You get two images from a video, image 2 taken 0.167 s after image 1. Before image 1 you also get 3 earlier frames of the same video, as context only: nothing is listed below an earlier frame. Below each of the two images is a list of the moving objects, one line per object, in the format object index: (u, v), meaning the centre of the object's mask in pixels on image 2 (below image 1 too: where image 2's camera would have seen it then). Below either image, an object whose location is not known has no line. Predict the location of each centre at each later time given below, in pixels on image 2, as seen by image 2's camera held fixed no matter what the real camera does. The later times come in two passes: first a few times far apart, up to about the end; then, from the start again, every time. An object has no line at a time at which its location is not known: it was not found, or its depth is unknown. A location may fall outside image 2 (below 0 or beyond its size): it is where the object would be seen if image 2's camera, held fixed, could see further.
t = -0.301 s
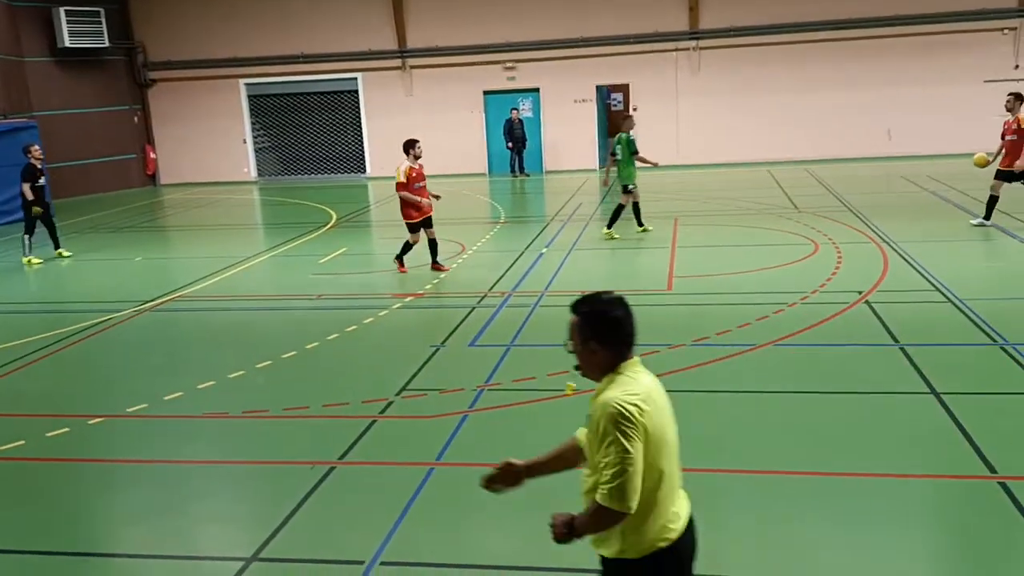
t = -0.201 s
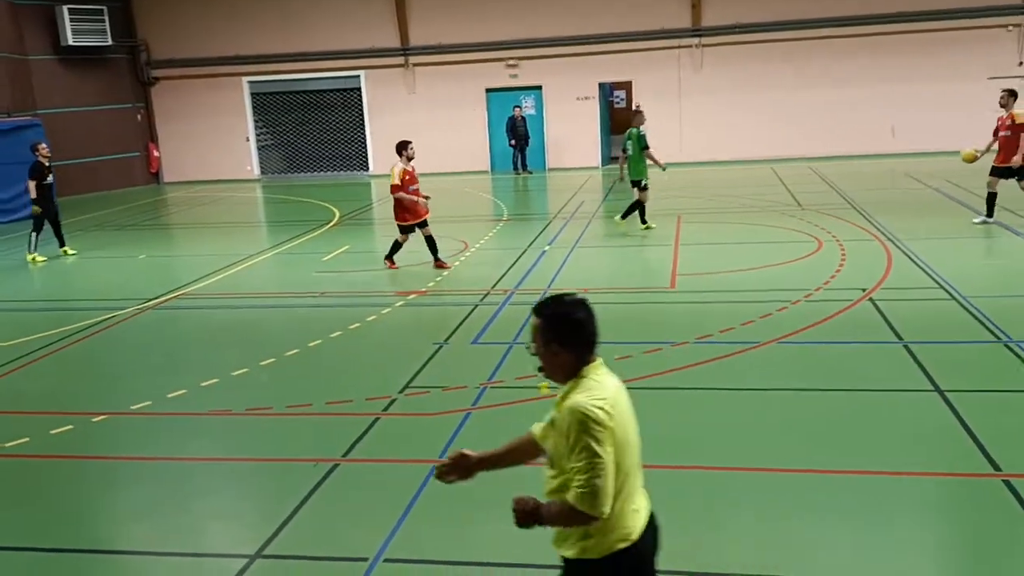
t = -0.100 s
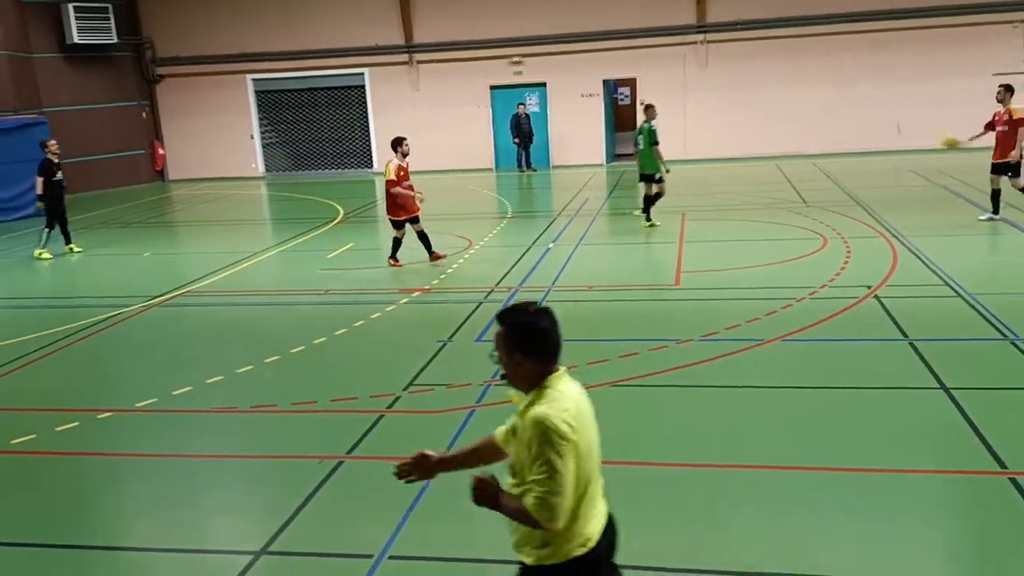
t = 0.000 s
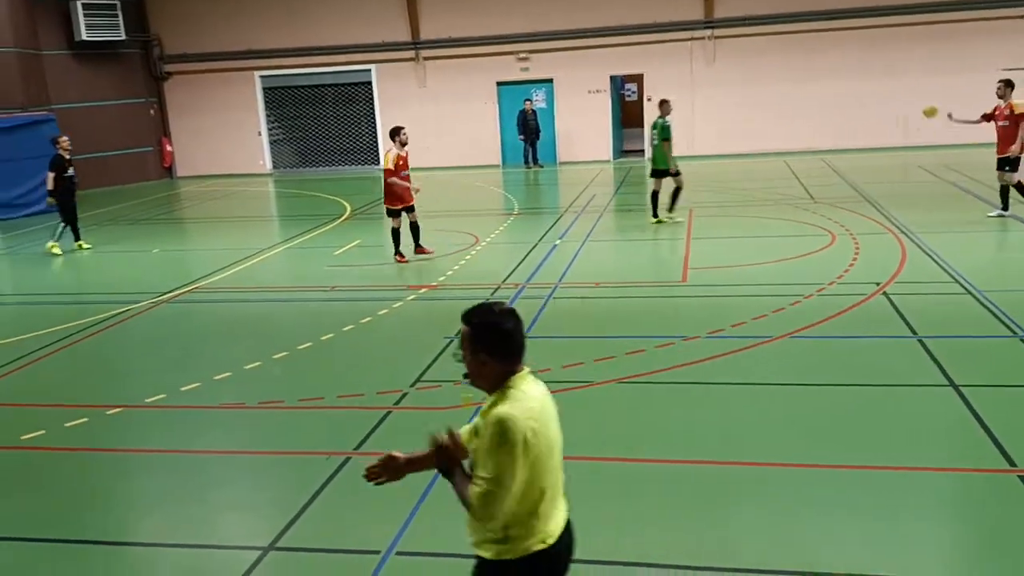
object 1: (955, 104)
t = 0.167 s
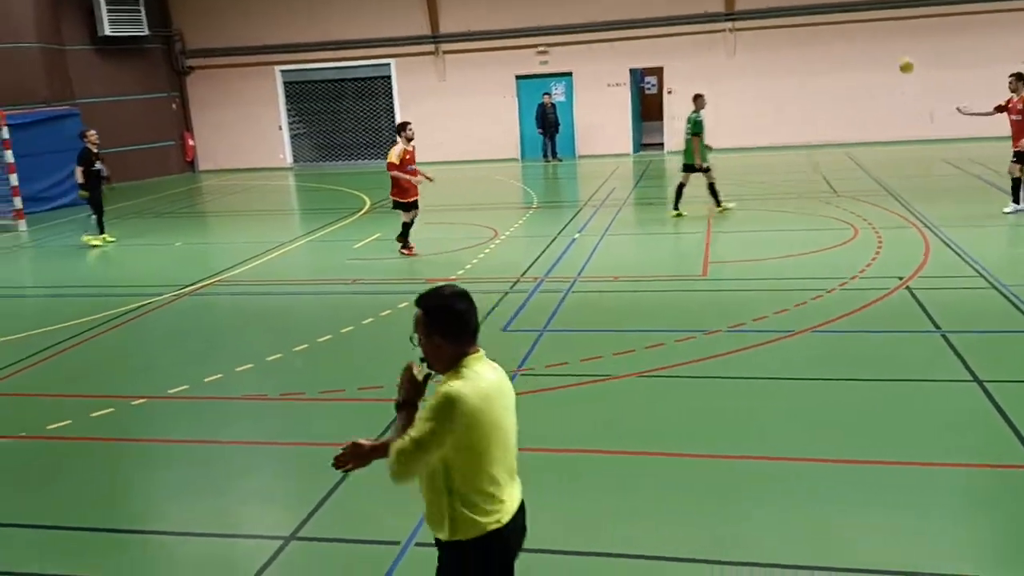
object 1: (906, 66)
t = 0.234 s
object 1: (888, 57)
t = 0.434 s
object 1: (829, 49)
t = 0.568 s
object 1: (791, 61)
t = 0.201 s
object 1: (897, 61)
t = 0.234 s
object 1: (888, 57)
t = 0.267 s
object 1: (877, 52)
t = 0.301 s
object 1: (867, 50)
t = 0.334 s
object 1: (857, 49)
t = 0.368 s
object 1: (848, 48)
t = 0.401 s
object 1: (838, 48)
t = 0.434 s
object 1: (829, 49)
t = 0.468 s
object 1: (820, 50)
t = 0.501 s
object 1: (810, 54)
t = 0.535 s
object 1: (801, 57)
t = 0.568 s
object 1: (791, 61)
